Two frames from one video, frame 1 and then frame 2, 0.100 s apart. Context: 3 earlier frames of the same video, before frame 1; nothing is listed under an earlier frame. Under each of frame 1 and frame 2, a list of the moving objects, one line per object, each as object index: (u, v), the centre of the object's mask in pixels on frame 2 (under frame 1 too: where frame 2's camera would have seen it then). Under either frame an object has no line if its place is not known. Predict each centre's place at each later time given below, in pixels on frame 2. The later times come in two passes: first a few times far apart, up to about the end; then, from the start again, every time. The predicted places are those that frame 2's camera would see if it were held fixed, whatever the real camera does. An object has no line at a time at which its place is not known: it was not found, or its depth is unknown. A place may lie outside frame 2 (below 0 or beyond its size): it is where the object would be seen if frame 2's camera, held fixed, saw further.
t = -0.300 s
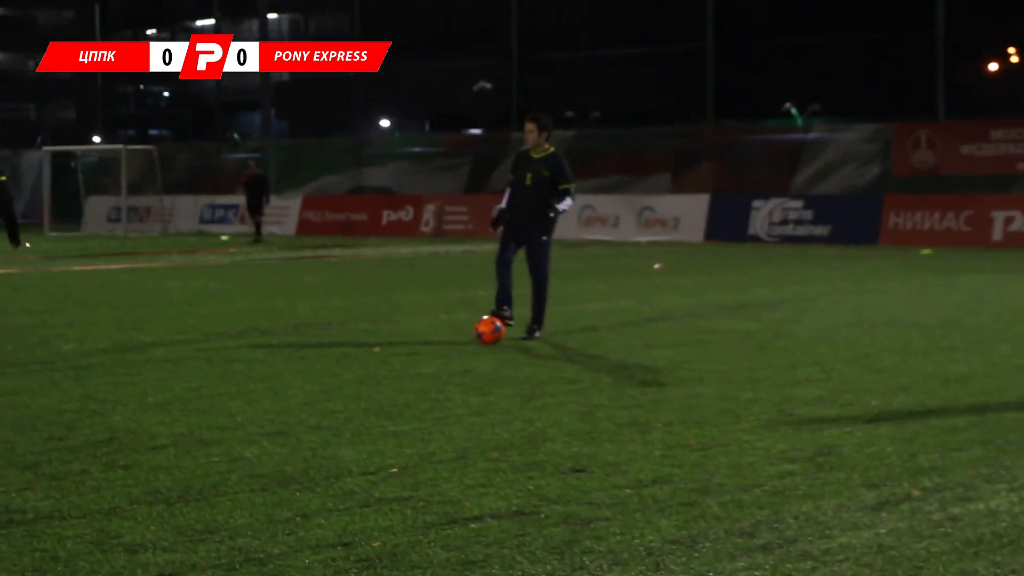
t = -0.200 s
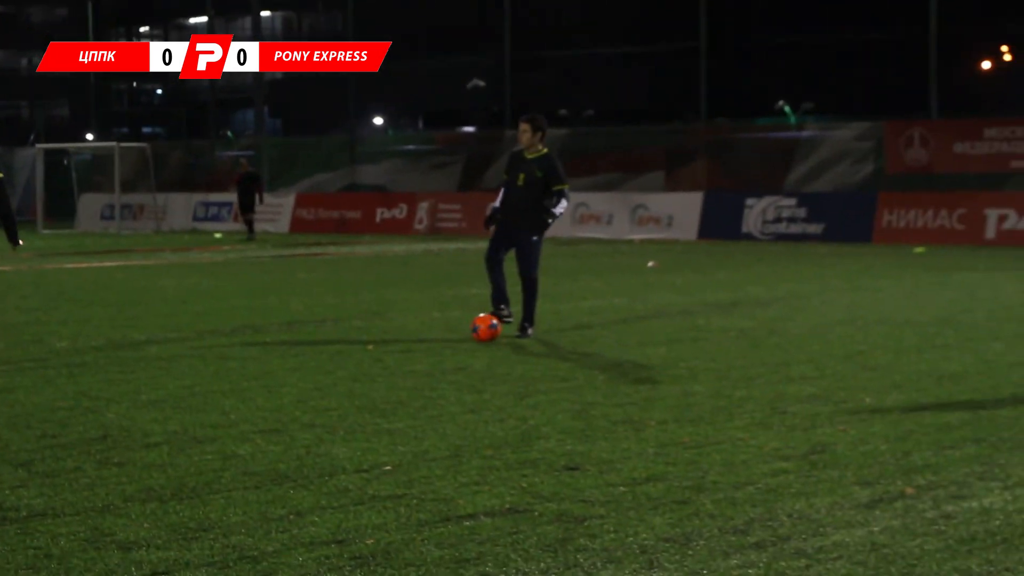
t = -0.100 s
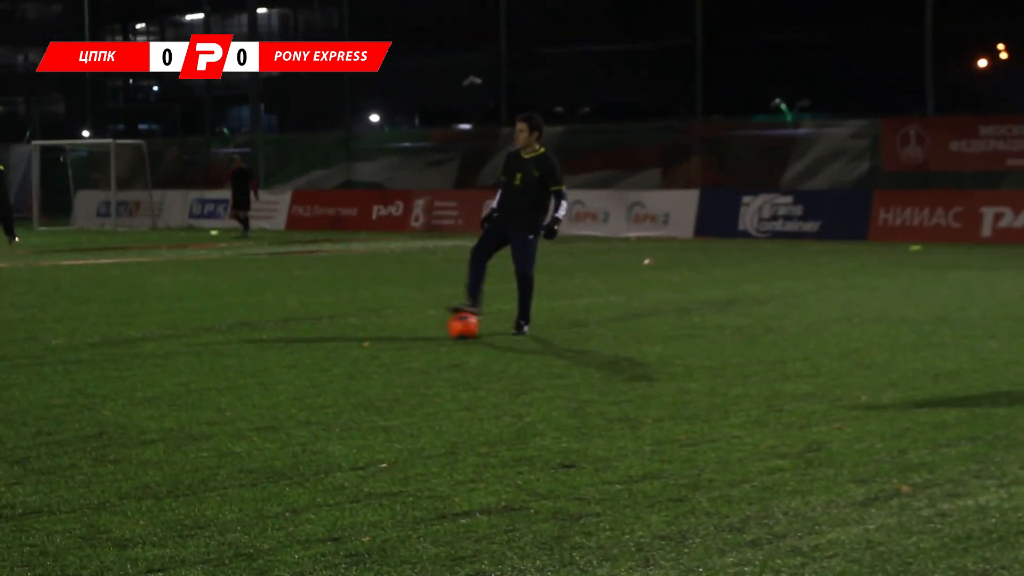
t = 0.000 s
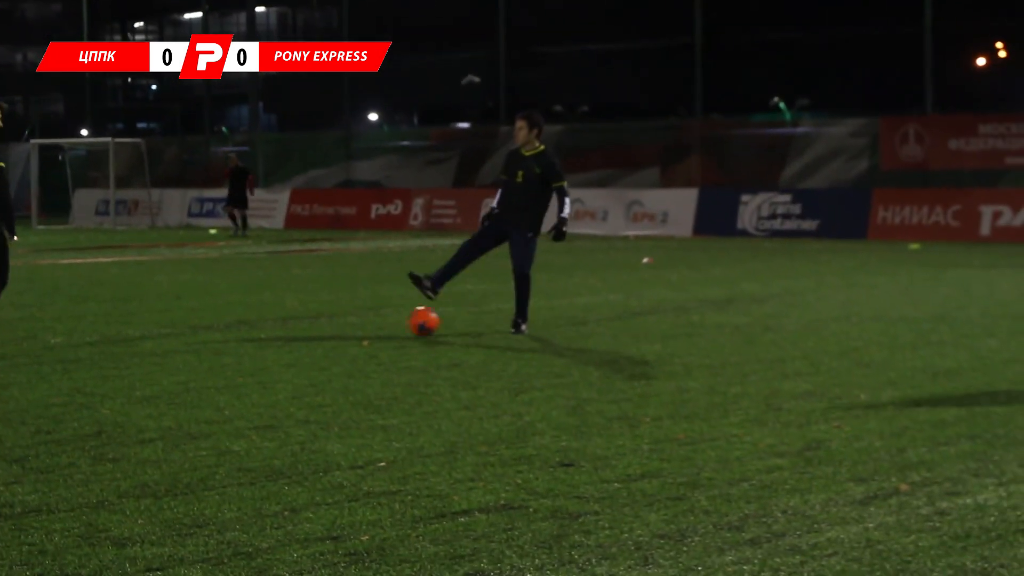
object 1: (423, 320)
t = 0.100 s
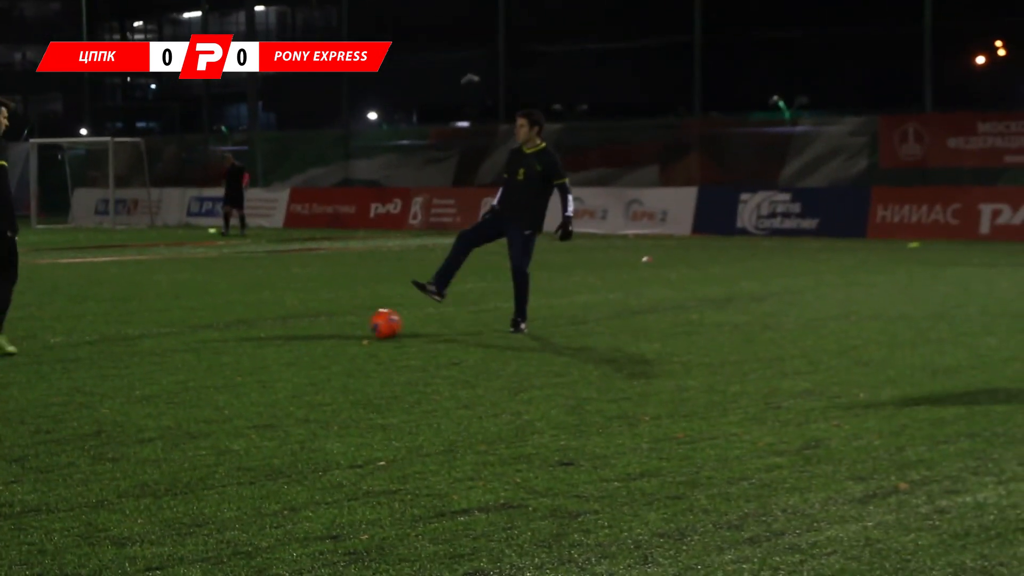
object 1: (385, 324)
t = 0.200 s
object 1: (348, 325)
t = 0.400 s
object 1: (278, 326)
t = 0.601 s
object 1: (212, 327)
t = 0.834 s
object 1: (139, 328)
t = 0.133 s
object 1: (373, 323)
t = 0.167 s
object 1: (360, 323)
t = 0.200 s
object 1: (348, 325)
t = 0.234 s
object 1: (336, 325)
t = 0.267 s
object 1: (325, 325)
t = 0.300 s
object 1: (313, 325)
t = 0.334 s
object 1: (301, 326)
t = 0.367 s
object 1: (290, 326)
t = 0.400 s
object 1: (278, 326)
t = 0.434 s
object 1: (267, 326)
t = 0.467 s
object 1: (255, 327)
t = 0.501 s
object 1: (244, 327)
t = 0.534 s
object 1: (233, 326)
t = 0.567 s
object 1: (222, 327)
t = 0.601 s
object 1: (212, 327)
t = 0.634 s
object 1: (201, 327)
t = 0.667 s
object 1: (191, 327)
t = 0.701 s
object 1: (179, 327)
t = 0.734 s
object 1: (169, 327)
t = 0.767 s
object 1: (159, 328)
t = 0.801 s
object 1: (149, 328)
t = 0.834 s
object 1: (139, 328)
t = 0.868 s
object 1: (128, 329)
